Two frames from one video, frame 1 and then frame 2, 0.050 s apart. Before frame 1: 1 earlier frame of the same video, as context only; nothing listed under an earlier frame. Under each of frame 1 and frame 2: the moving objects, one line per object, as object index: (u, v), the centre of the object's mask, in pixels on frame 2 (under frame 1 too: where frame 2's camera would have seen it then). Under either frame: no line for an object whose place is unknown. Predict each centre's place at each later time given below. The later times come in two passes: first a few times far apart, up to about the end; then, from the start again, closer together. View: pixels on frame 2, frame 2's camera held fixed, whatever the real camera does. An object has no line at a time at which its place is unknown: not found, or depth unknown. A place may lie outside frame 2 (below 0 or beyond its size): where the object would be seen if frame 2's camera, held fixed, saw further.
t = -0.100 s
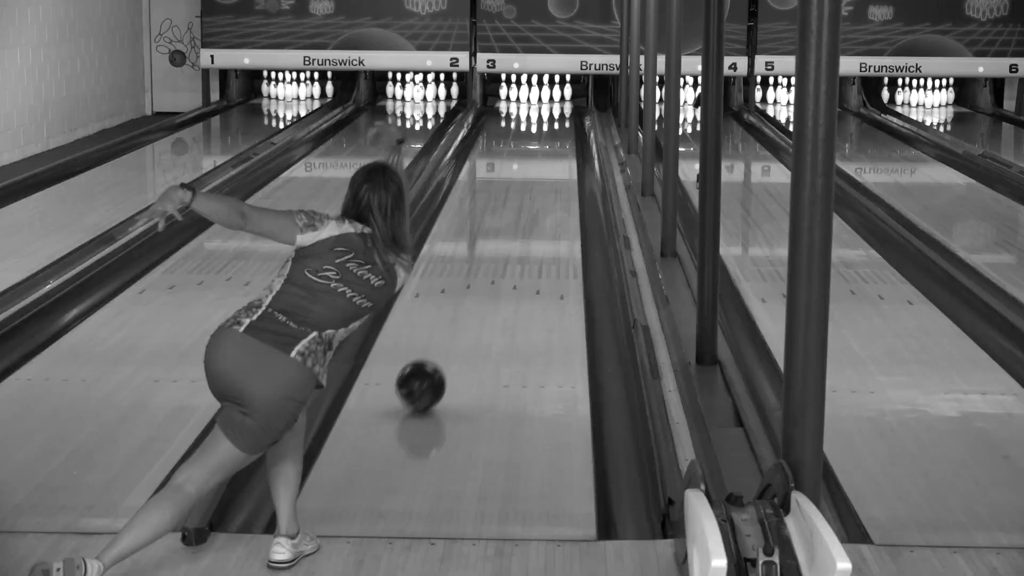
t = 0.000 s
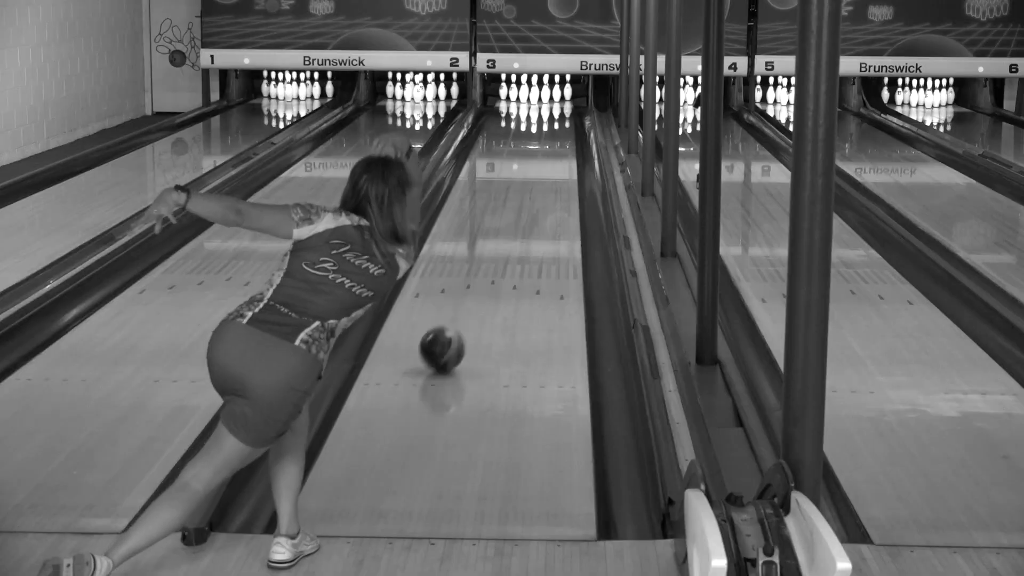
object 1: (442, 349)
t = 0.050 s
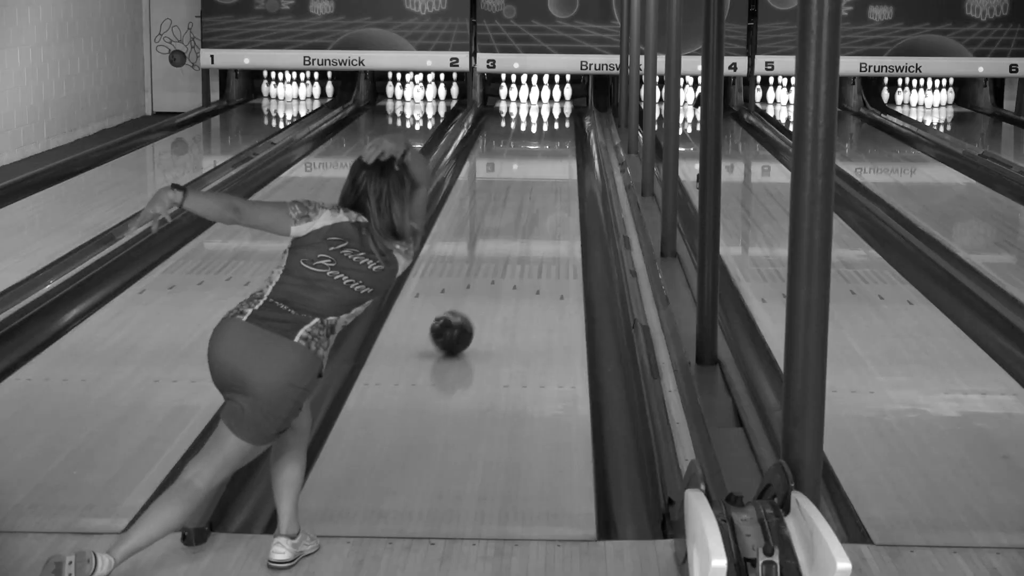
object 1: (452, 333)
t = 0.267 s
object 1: (484, 277)
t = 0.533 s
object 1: (511, 229)
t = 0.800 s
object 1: (532, 193)
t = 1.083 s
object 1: (546, 165)
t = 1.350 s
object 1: (556, 144)
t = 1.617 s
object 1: (559, 129)
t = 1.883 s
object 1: (557, 116)
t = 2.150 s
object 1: (550, 105)
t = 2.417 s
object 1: (539, 98)
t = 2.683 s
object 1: (539, 93)
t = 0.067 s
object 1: (455, 328)
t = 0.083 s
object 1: (457, 323)
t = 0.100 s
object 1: (460, 318)
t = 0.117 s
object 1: (463, 314)
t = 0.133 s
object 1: (466, 309)
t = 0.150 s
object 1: (468, 305)
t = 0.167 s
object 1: (470, 301)
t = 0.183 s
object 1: (473, 297)
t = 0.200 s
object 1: (475, 292)
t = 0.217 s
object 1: (478, 289)
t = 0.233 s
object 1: (480, 284)
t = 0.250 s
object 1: (482, 281)
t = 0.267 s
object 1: (484, 277)
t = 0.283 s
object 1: (486, 273)
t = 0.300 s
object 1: (489, 270)
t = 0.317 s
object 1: (490, 267)
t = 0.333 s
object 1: (492, 264)
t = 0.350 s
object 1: (494, 260)
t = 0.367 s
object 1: (496, 258)
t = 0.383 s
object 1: (498, 254)
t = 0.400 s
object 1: (499, 251)
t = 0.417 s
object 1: (501, 248)
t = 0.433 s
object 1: (503, 245)
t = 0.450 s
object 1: (505, 242)
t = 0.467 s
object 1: (506, 239)
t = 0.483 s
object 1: (508, 236)
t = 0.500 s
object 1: (509, 234)
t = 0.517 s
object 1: (510, 231)
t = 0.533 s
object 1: (511, 229)
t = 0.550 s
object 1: (513, 226)
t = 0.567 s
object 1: (515, 223)
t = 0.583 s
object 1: (516, 221)
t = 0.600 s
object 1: (518, 218)
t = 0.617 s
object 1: (519, 216)
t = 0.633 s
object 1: (520, 213)
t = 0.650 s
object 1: (522, 211)
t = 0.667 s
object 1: (523, 209)
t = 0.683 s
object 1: (524, 207)
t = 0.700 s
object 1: (525, 205)
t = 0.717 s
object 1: (525, 203)
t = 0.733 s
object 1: (527, 201)
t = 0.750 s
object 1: (528, 198)
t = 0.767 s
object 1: (529, 196)
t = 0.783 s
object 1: (530, 195)
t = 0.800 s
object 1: (532, 193)
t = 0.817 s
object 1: (533, 190)
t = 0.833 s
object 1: (534, 189)
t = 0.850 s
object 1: (535, 187)
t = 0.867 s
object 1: (536, 185)
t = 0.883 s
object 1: (536, 184)
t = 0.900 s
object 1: (537, 182)
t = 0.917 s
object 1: (538, 180)
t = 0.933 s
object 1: (539, 179)
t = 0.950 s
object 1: (540, 177)
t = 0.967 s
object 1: (541, 175)
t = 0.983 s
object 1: (542, 173)
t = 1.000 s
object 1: (542, 172)
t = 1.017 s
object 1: (543, 170)
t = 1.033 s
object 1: (544, 169)
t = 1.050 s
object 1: (545, 167)
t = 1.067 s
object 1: (545, 166)
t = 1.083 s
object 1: (546, 165)
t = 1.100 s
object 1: (547, 163)
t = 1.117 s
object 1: (548, 162)
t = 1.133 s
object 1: (548, 160)
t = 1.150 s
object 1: (549, 159)
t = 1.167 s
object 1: (550, 158)
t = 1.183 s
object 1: (551, 156)
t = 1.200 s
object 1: (551, 155)
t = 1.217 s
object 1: (552, 154)
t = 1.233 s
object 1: (553, 152)
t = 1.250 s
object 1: (553, 151)
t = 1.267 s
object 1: (553, 150)
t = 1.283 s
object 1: (554, 149)
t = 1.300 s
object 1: (554, 148)
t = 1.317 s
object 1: (555, 147)
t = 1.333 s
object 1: (555, 145)
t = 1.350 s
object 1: (556, 144)
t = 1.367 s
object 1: (556, 143)
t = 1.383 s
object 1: (557, 141)
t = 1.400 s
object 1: (557, 141)
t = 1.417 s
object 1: (558, 140)
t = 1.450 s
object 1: (558, 139)
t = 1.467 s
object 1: (559, 138)
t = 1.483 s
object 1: (559, 137)
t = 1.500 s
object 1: (558, 136)
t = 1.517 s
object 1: (559, 135)
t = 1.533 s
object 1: (559, 134)
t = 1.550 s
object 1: (560, 133)
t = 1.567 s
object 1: (559, 132)
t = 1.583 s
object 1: (559, 130)
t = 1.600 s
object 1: (559, 130)
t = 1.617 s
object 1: (559, 129)
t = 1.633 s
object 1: (560, 128)
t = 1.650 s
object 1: (560, 127)
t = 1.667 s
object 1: (559, 127)
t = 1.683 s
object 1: (560, 125)
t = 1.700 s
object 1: (560, 124)
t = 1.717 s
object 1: (560, 123)
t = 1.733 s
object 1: (560, 123)
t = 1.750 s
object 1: (560, 122)
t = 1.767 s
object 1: (559, 121)
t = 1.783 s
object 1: (559, 120)
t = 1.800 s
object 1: (559, 120)
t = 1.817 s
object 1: (559, 119)
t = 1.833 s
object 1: (558, 118)
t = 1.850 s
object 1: (558, 118)
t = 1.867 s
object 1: (558, 117)
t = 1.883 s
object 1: (557, 116)
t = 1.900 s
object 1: (557, 115)
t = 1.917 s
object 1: (557, 114)
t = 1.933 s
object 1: (556, 114)
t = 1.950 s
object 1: (556, 113)
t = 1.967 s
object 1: (556, 113)
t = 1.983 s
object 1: (555, 112)
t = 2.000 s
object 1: (555, 113)
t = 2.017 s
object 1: (555, 111)
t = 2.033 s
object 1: (554, 110)
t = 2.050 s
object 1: (554, 110)
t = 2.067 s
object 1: (553, 109)
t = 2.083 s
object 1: (552, 108)
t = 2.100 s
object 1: (551, 107)
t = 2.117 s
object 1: (551, 107)
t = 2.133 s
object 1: (550, 106)
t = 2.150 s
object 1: (550, 105)
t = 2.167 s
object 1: (549, 105)
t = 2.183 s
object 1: (548, 104)
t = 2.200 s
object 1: (547, 104)
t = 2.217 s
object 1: (547, 103)
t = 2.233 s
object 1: (546, 103)
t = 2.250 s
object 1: (545, 102)
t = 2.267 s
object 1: (545, 102)
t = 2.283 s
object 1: (544, 102)
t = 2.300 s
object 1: (544, 101)
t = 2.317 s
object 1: (543, 100)
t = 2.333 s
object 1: (542, 100)
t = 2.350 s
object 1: (542, 99)
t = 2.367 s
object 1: (541, 99)
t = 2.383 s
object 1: (540, 98)
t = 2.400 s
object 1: (540, 98)
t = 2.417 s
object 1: (539, 98)
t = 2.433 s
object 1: (540, 97)
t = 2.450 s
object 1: (540, 97)
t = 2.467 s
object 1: (540, 97)
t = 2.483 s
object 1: (540, 96)
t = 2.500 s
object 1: (539, 96)
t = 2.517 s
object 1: (539, 96)
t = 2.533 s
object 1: (539, 96)
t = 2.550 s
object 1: (539, 95)
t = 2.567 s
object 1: (539, 95)
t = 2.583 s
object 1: (540, 95)
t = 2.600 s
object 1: (540, 95)
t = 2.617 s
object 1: (541, 94)
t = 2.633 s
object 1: (541, 94)
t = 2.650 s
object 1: (540, 94)
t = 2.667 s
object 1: (540, 94)
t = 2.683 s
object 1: (539, 93)
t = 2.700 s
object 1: (539, 94)
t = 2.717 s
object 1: (539, 94)
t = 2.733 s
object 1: (539, 93)
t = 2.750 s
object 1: (539, 93)
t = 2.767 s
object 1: (539, 93)
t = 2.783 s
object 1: (539, 93)
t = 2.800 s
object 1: (538, 92)
